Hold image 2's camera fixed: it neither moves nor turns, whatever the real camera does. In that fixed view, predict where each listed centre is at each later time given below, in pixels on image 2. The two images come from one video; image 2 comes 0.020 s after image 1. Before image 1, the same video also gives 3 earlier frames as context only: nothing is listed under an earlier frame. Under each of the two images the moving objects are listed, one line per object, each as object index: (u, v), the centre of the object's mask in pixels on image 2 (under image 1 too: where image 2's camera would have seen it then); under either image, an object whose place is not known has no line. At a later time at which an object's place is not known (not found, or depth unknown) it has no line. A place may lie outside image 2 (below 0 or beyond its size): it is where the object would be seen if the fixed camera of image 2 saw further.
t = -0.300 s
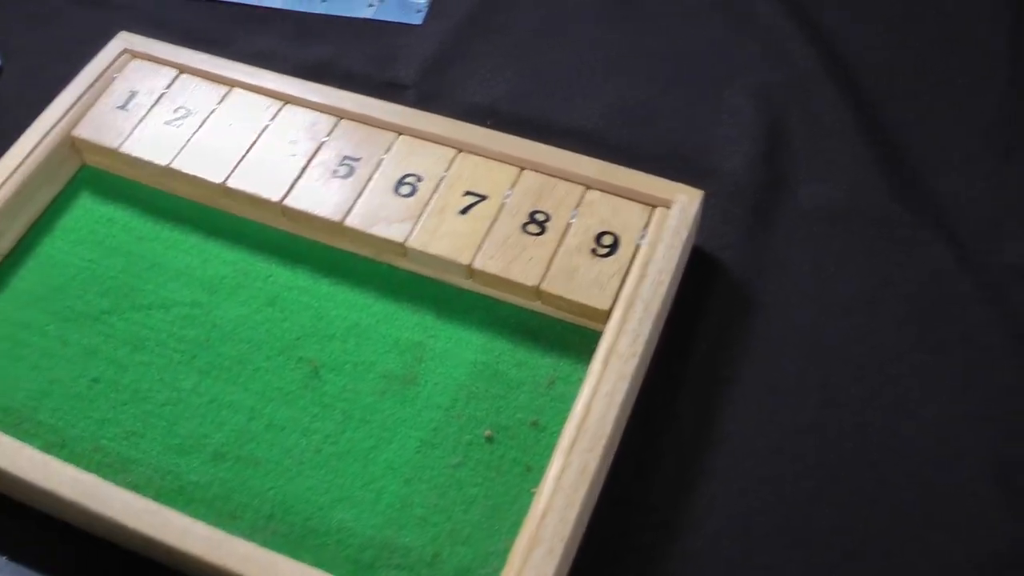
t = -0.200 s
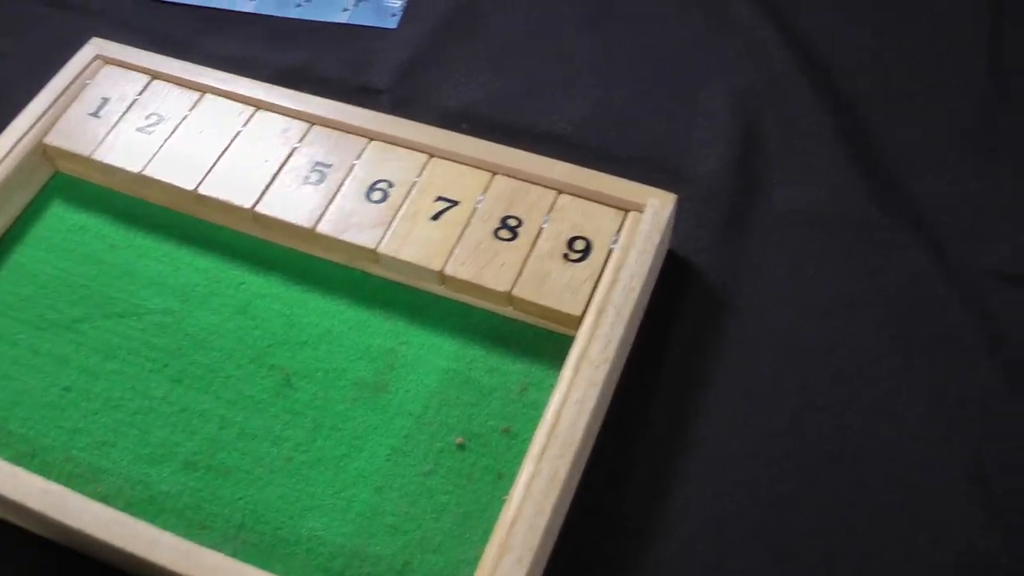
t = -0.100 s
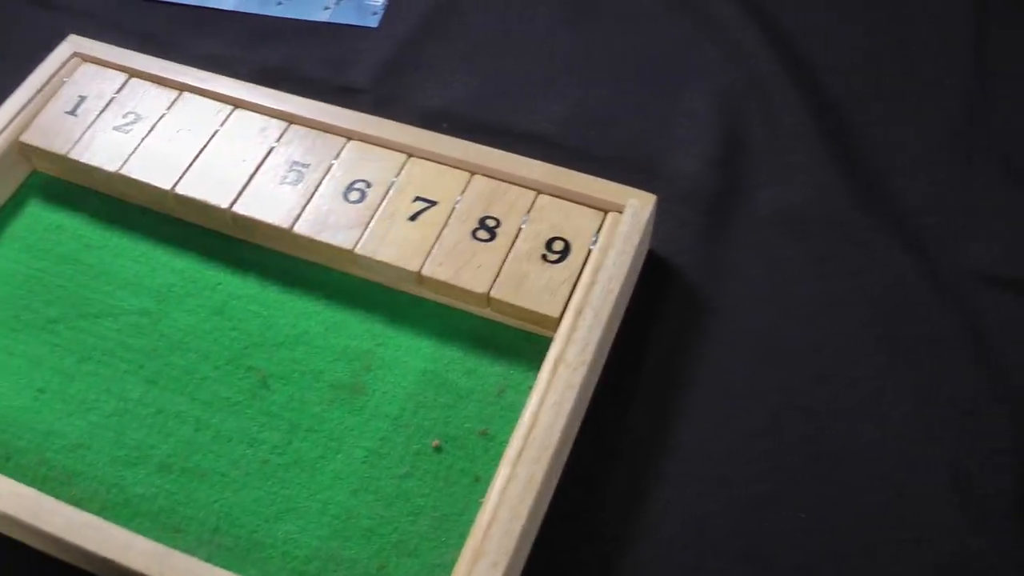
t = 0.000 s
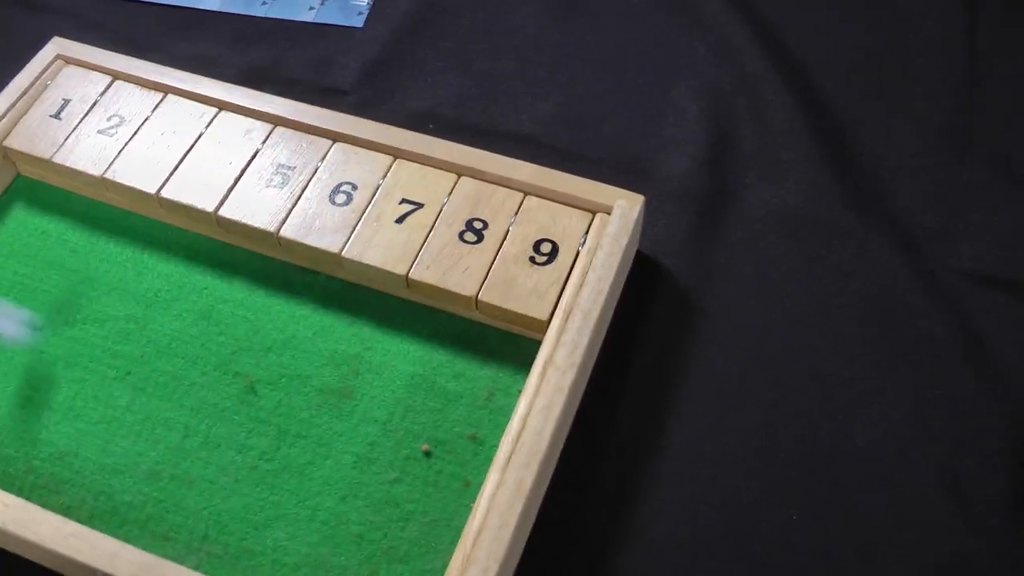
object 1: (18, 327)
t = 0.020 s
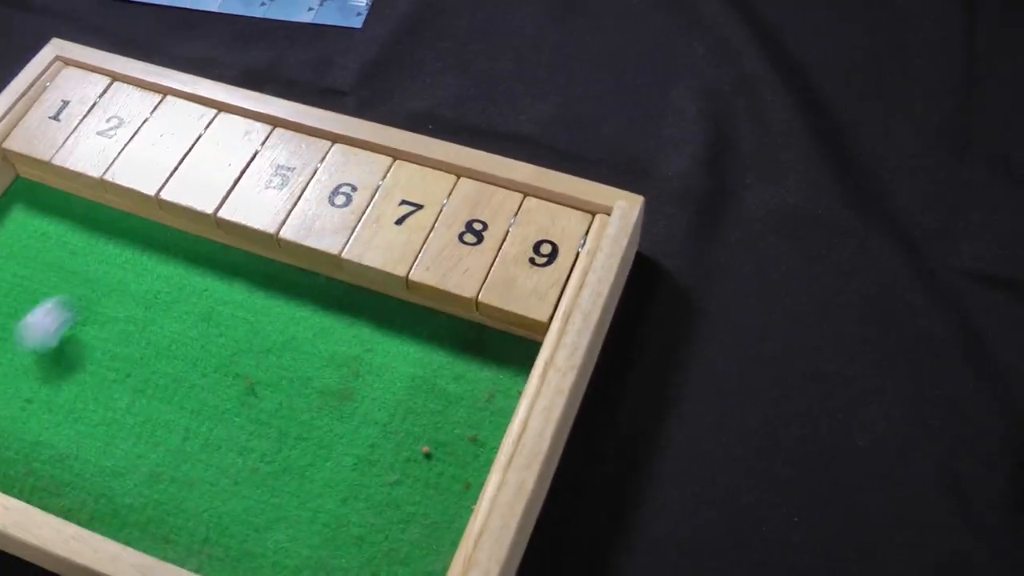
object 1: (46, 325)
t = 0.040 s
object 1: (75, 295)
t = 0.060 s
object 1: (106, 273)
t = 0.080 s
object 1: (143, 256)
